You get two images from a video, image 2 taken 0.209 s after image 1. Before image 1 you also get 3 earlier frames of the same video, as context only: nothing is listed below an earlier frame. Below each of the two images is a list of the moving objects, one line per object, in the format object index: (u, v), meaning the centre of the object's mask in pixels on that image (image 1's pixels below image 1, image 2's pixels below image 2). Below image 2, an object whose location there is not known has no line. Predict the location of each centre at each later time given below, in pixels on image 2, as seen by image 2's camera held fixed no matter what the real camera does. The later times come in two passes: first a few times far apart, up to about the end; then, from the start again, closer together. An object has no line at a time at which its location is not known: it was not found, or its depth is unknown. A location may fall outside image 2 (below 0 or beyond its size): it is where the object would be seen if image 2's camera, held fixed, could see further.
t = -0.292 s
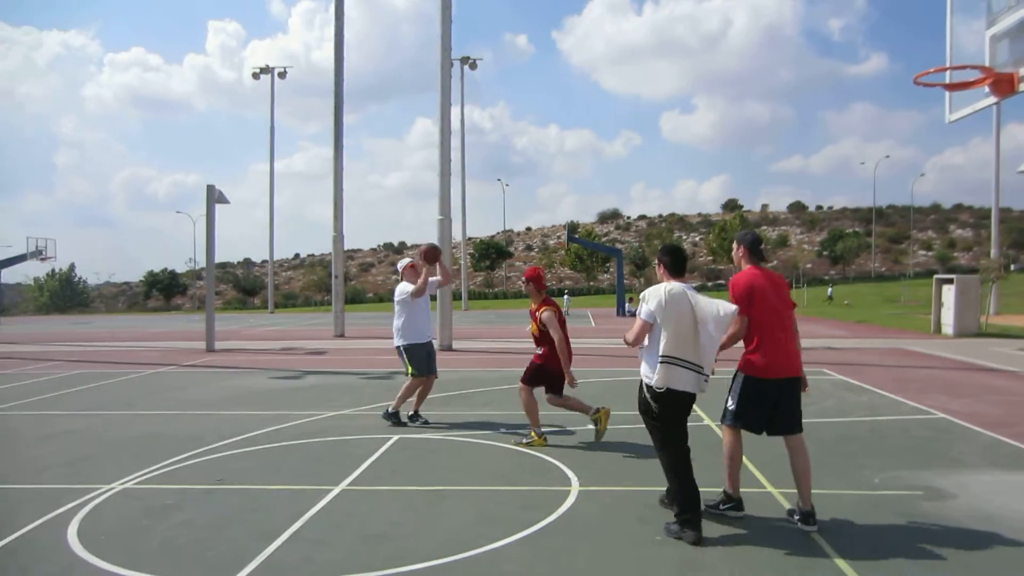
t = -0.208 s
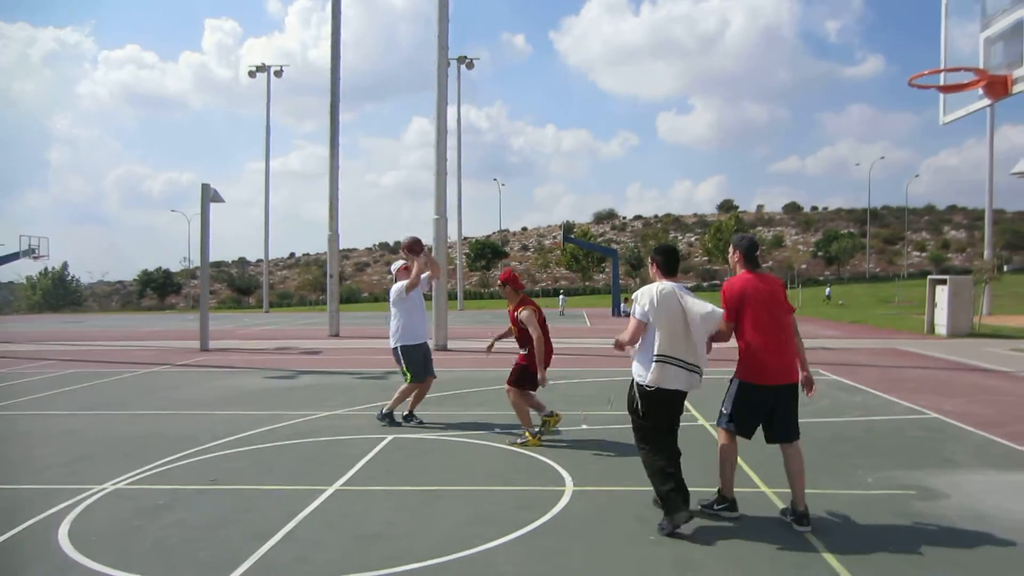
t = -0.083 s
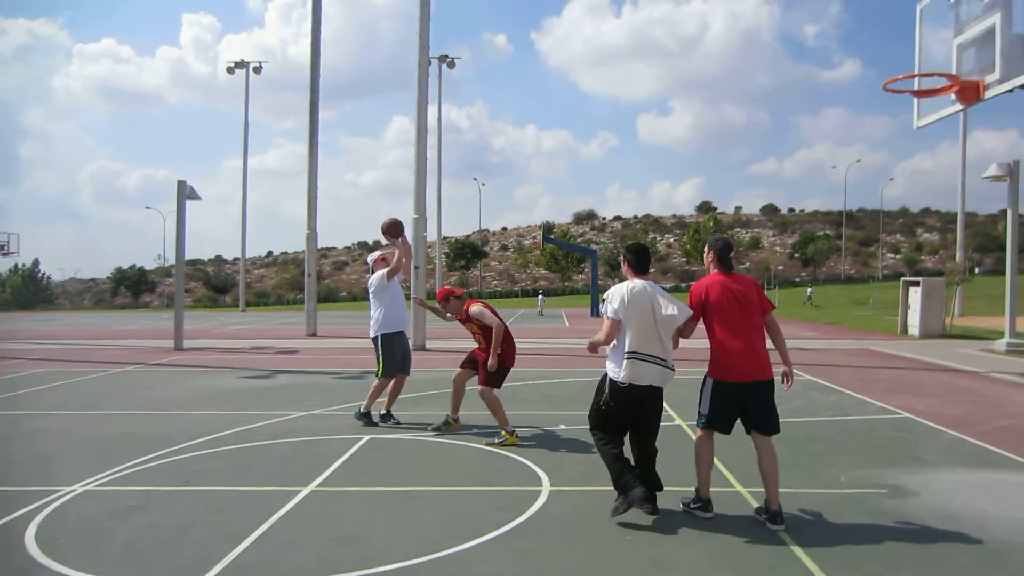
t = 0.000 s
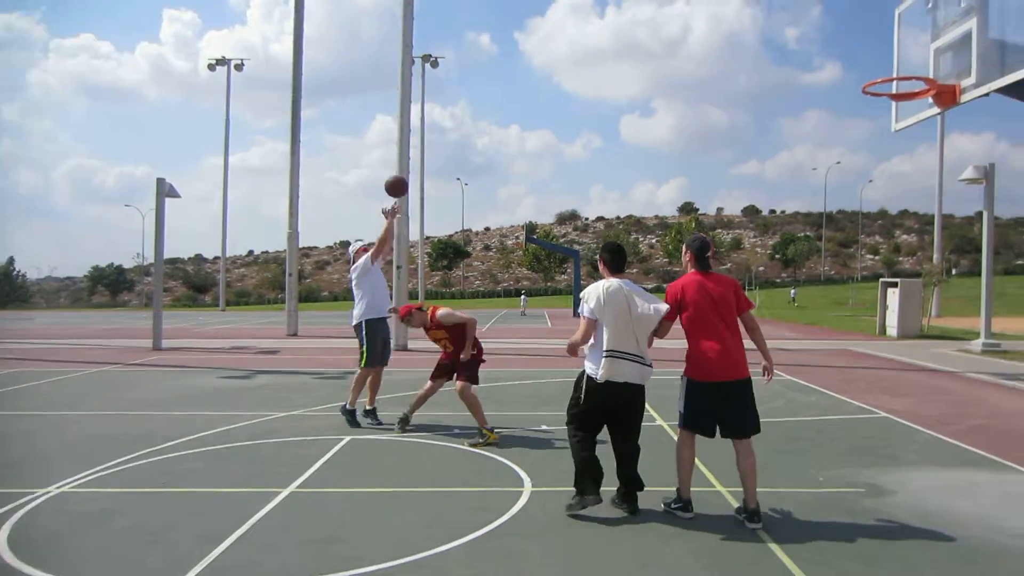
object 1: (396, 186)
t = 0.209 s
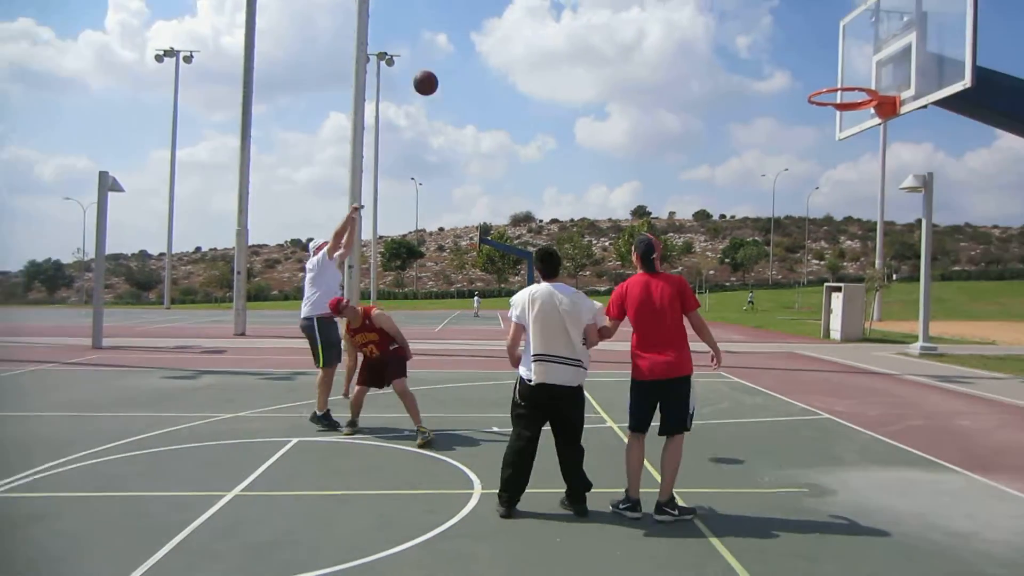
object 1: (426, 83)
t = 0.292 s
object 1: (460, 52)
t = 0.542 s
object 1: (564, 0)
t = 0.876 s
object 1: (730, 16)
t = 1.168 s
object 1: (885, 165)
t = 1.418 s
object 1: (972, 407)
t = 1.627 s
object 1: (998, 368)
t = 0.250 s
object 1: (442, 66)
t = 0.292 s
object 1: (460, 52)
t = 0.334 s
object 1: (476, 39)
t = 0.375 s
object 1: (493, 26)
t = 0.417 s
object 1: (510, 16)
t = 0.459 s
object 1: (528, 8)
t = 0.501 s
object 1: (546, 4)
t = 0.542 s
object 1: (564, 0)
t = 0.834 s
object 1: (708, 6)
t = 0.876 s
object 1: (730, 16)
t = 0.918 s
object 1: (754, 29)
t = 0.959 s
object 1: (777, 44)
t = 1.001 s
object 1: (801, 62)
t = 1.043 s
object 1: (826, 79)
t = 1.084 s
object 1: (852, 107)
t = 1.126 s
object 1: (869, 134)
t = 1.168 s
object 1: (885, 165)
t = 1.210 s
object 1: (899, 198)
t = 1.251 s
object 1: (914, 233)
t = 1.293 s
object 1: (928, 273)
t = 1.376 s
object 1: (959, 361)
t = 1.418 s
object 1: (972, 407)
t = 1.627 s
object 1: (998, 368)
